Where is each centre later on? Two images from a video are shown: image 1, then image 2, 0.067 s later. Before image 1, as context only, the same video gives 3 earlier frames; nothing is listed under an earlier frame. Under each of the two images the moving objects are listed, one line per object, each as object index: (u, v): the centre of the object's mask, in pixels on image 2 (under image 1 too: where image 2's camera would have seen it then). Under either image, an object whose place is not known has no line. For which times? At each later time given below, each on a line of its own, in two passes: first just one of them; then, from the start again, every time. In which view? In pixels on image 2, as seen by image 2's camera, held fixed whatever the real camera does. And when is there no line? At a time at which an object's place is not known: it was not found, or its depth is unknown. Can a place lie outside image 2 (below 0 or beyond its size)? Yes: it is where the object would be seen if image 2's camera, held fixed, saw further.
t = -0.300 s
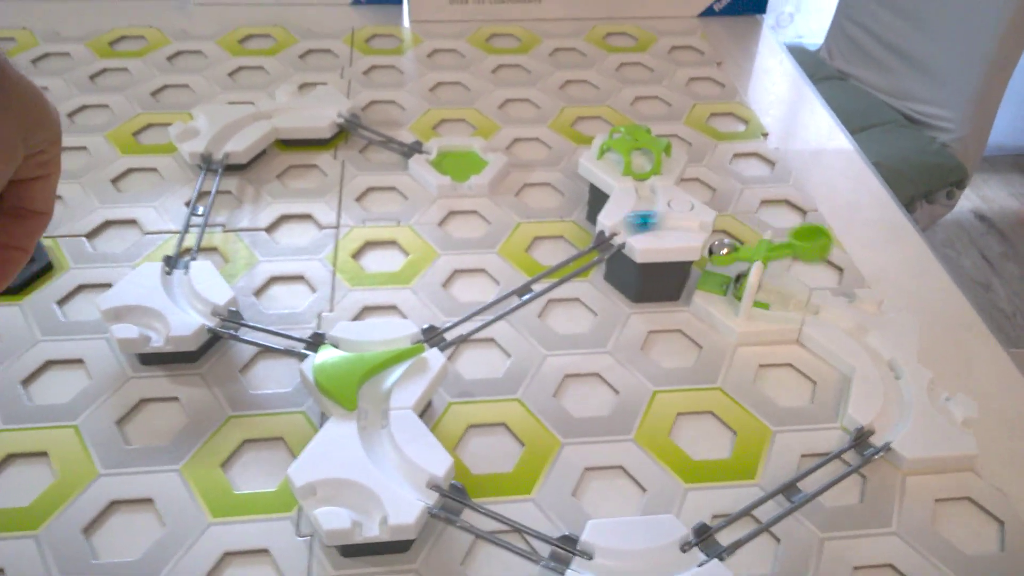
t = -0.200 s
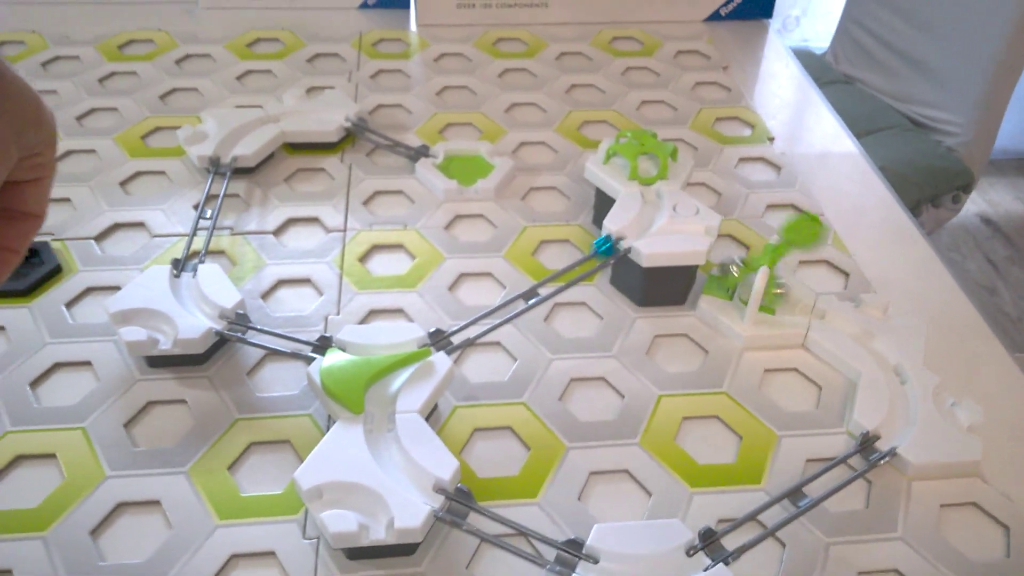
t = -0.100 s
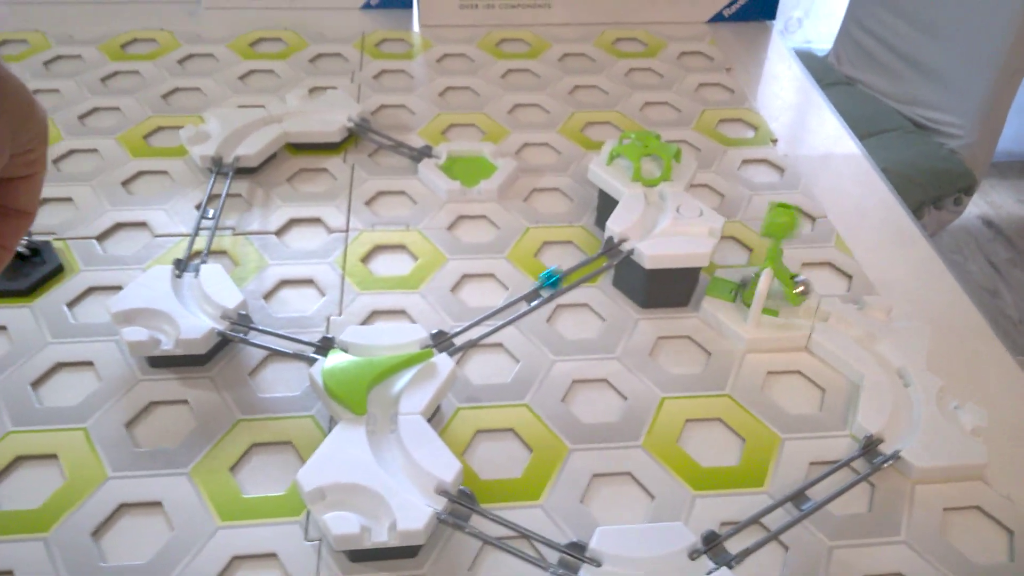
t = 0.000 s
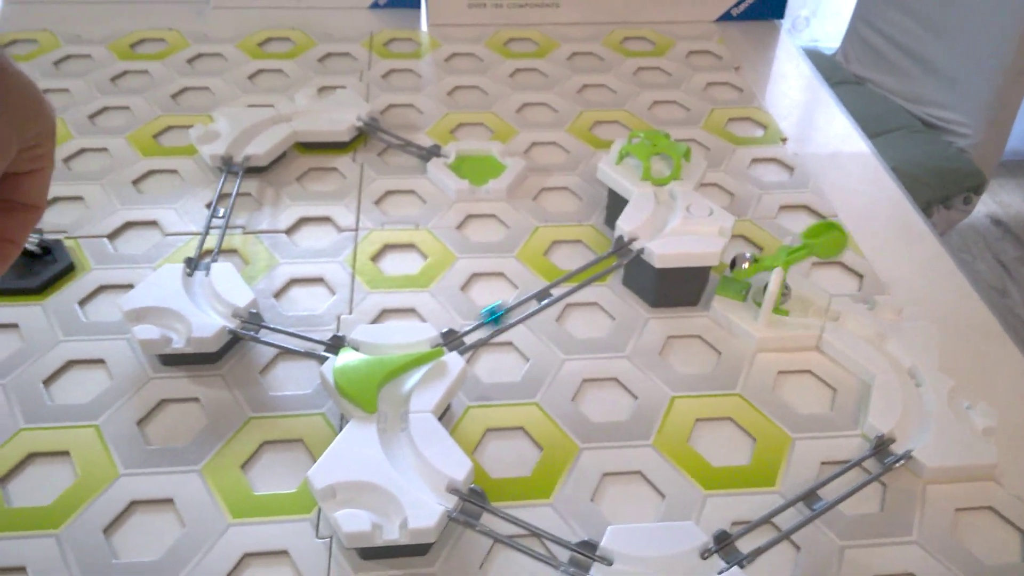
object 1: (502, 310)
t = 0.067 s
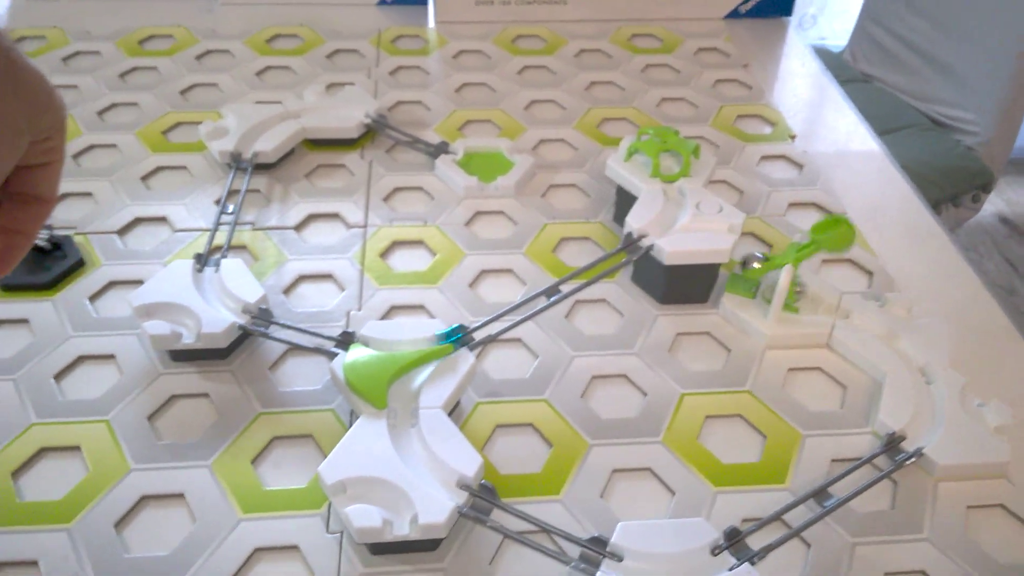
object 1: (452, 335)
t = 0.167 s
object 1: (361, 340)
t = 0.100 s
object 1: (420, 342)
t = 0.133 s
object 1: (387, 343)
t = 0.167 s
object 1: (361, 340)
